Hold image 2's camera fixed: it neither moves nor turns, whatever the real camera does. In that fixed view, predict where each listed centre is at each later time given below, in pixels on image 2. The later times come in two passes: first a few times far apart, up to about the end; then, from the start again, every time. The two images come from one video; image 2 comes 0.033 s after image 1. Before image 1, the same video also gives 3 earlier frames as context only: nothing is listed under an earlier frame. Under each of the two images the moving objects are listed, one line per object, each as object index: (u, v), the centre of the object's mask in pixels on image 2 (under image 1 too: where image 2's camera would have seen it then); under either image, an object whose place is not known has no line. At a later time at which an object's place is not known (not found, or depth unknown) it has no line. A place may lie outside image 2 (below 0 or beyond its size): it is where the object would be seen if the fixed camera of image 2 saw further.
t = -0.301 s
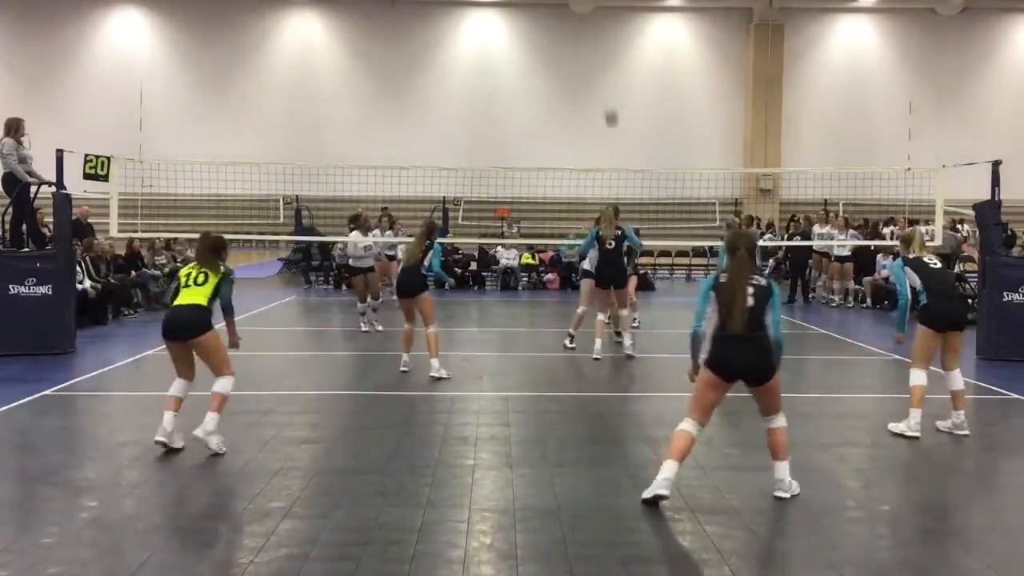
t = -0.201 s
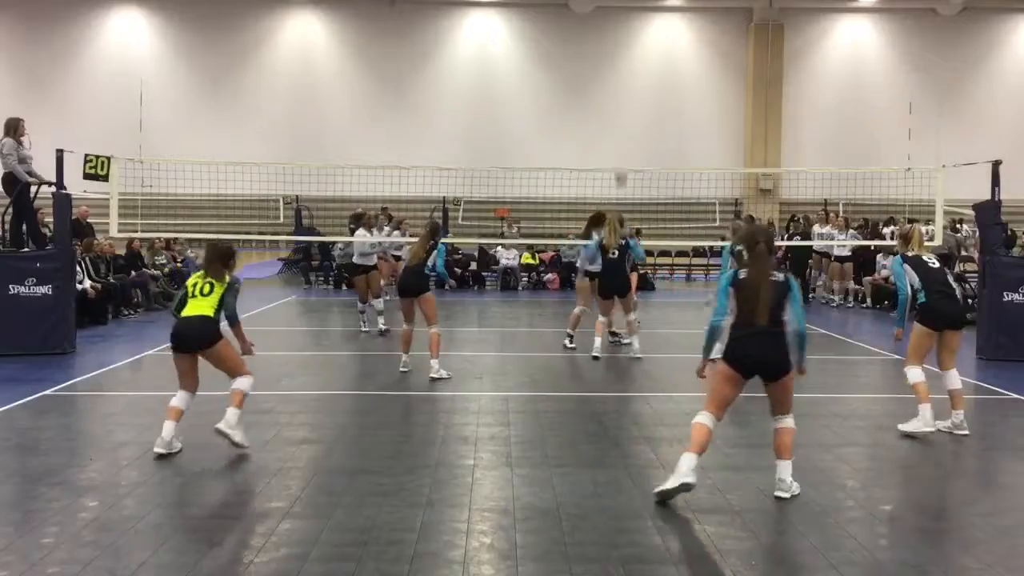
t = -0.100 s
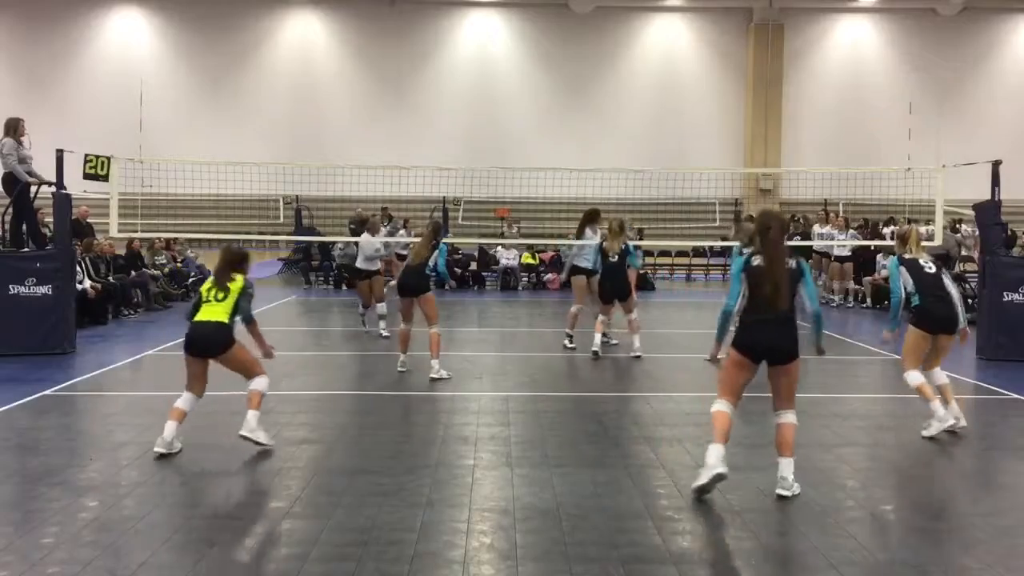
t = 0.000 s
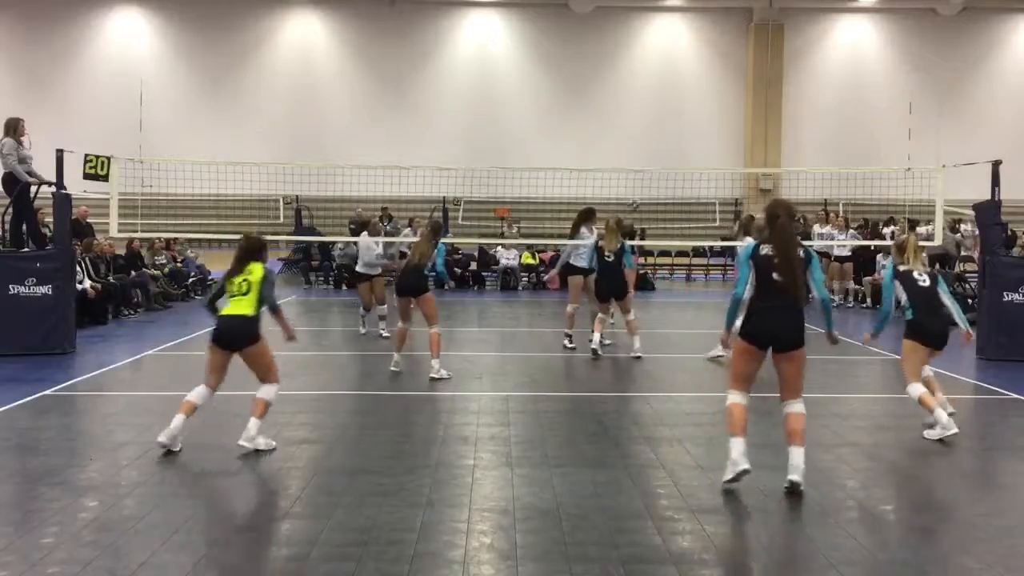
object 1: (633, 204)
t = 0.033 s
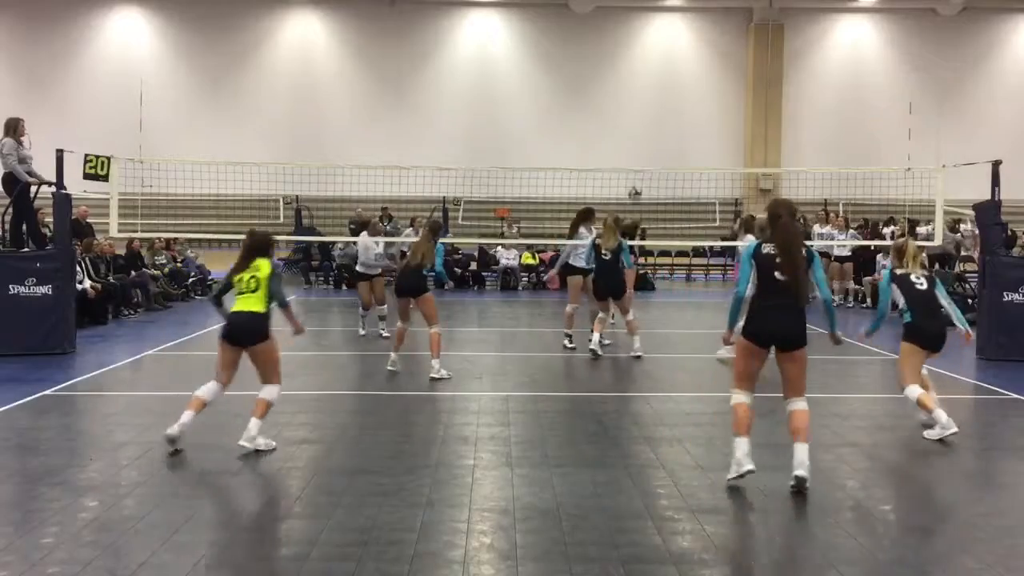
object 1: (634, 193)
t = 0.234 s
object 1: (641, 140)
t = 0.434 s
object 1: (648, 112)
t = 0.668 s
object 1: (656, 123)
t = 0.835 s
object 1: (661, 166)
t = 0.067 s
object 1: (635, 184)
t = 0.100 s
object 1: (636, 173)
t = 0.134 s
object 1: (638, 162)
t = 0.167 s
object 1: (639, 156)
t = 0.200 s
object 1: (640, 148)
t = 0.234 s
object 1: (641, 140)
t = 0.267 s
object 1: (642, 134)
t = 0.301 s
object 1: (643, 129)
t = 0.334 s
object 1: (644, 123)
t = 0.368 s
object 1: (645, 119)
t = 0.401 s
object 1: (647, 115)
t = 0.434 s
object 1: (648, 112)
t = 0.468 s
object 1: (649, 111)
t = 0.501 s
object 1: (650, 110)
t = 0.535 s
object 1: (651, 110)
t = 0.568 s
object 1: (652, 111)
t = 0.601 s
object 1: (653, 114)
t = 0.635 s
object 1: (655, 117)
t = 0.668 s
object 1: (656, 123)
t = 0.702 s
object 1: (656, 128)
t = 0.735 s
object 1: (658, 135)
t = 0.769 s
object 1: (659, 143)
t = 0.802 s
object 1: (660, 153)
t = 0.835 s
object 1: (661, 166)
